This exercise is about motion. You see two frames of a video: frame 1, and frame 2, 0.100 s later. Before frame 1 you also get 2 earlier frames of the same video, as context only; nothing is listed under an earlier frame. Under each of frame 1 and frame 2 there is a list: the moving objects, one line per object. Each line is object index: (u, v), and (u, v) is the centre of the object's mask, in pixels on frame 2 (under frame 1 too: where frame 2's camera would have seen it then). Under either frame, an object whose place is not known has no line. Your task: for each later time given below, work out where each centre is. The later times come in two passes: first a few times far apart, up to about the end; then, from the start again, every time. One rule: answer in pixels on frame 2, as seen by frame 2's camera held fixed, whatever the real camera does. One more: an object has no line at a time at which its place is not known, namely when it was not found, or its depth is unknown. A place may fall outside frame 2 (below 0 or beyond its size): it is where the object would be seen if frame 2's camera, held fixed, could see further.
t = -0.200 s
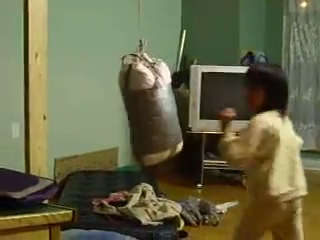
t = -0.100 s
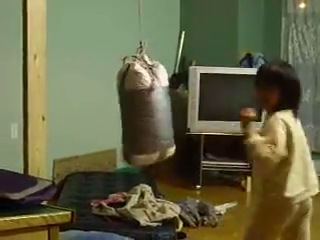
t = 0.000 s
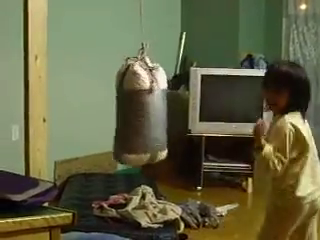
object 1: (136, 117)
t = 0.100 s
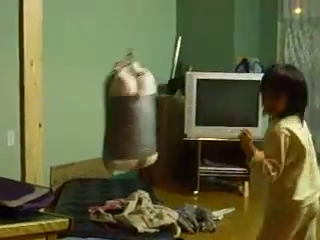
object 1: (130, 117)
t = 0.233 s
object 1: (118, 116)
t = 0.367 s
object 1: (109, 115)
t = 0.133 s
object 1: (127, 118)
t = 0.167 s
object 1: (124, 117)
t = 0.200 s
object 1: (121, 117)
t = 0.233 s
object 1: (118, 116)
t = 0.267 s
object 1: (115, 116)
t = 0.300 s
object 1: (113, 116)
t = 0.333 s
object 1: (111, 116)
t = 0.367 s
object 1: (109, 115)
